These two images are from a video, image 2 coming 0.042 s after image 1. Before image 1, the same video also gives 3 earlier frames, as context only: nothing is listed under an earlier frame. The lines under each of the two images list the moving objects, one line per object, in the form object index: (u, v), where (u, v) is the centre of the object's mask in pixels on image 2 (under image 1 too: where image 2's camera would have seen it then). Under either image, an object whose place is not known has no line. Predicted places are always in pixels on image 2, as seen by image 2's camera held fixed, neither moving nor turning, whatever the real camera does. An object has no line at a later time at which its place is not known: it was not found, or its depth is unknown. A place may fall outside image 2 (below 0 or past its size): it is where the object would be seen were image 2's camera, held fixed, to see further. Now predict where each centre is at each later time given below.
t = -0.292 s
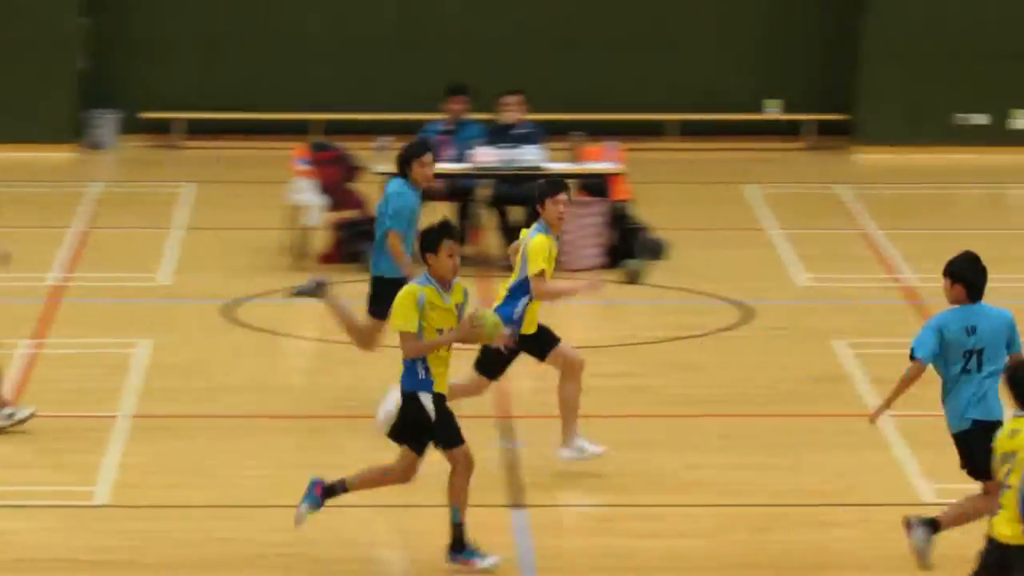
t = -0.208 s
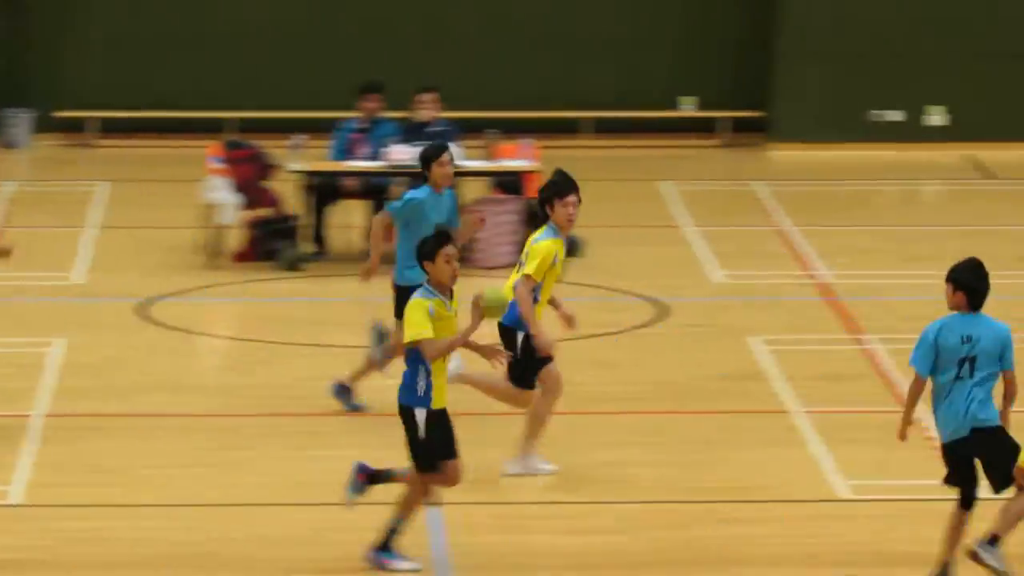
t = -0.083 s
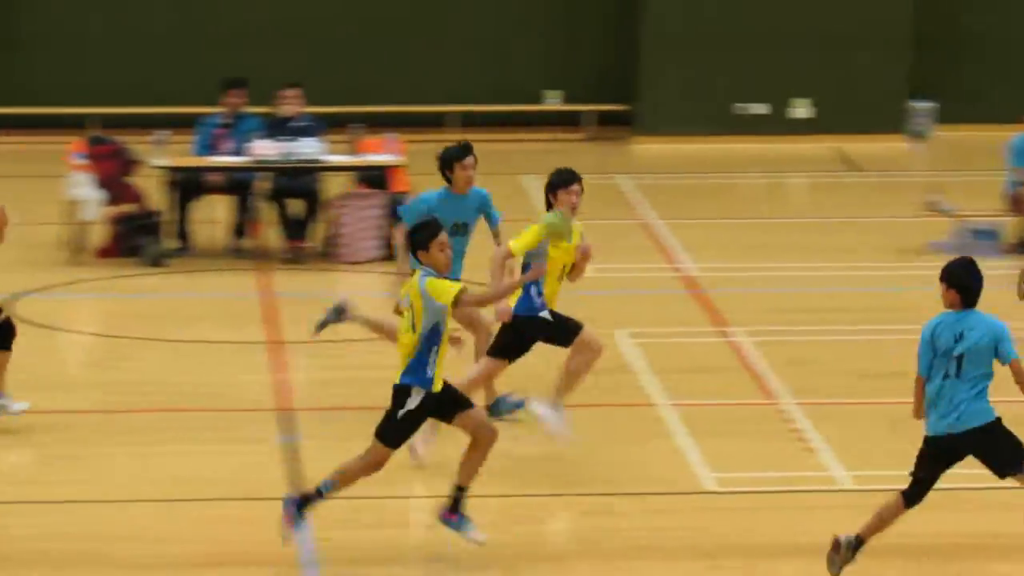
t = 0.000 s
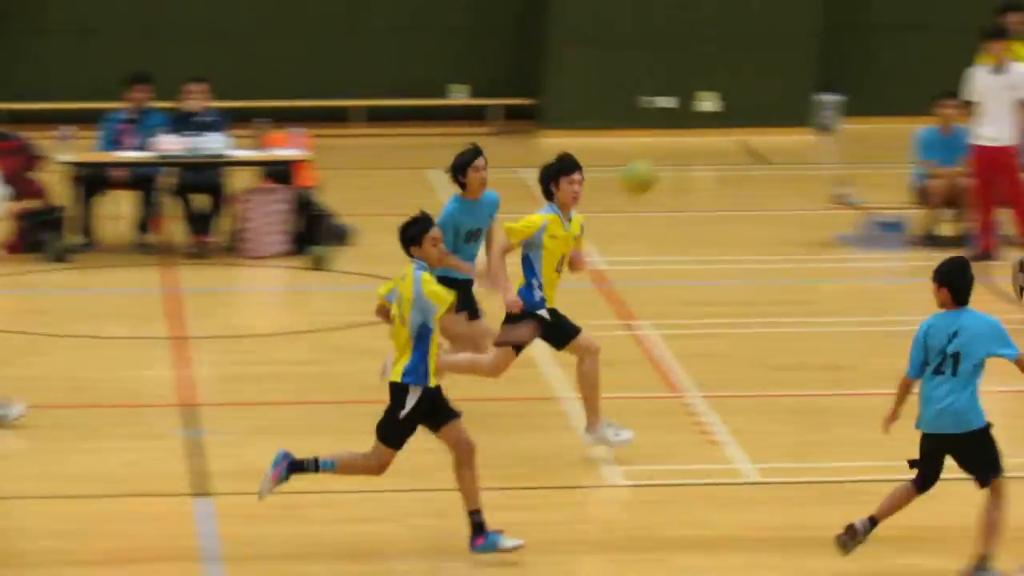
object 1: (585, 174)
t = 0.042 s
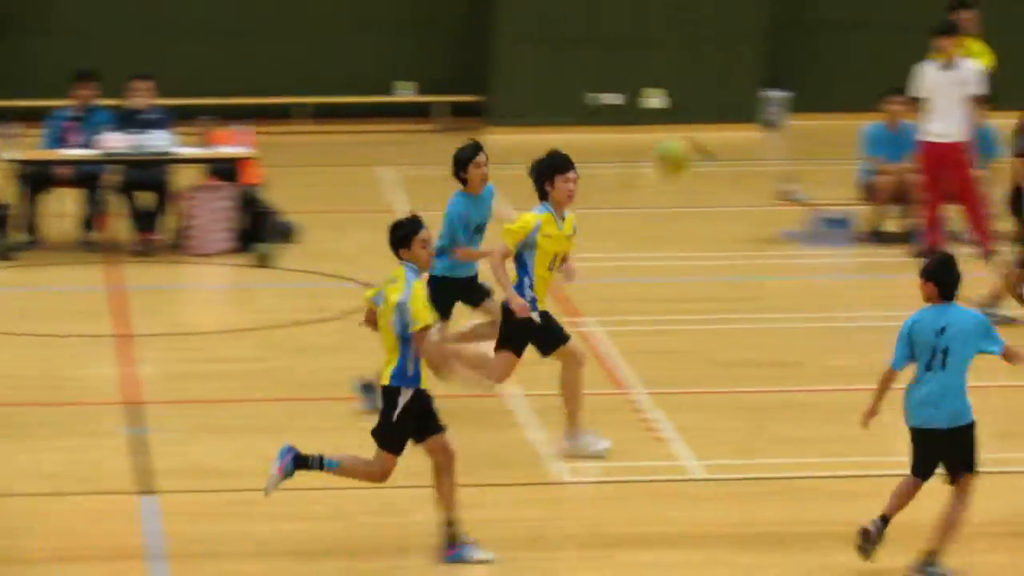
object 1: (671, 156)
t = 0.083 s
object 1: (763, 141)
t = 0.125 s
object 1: (858, 126)
